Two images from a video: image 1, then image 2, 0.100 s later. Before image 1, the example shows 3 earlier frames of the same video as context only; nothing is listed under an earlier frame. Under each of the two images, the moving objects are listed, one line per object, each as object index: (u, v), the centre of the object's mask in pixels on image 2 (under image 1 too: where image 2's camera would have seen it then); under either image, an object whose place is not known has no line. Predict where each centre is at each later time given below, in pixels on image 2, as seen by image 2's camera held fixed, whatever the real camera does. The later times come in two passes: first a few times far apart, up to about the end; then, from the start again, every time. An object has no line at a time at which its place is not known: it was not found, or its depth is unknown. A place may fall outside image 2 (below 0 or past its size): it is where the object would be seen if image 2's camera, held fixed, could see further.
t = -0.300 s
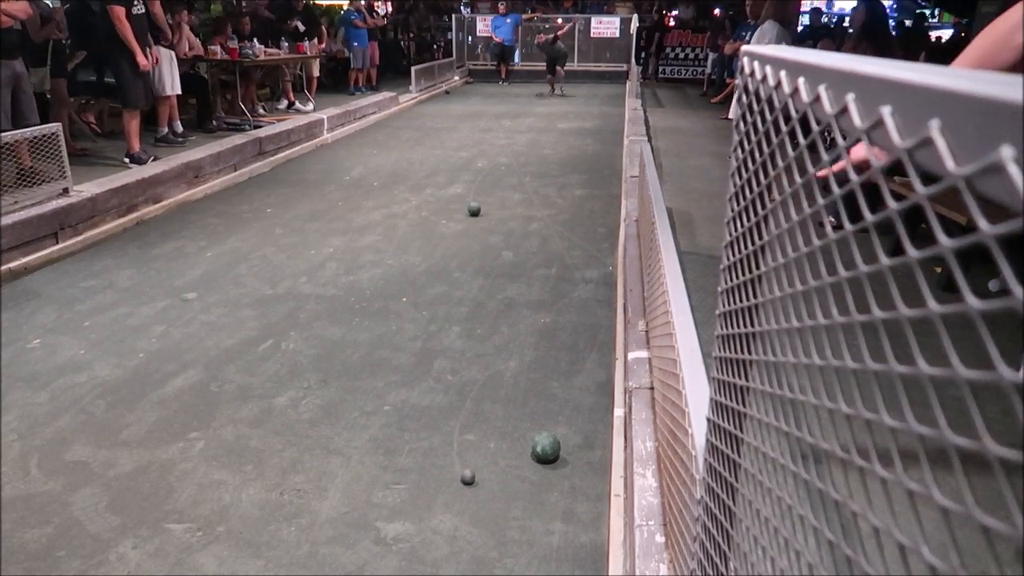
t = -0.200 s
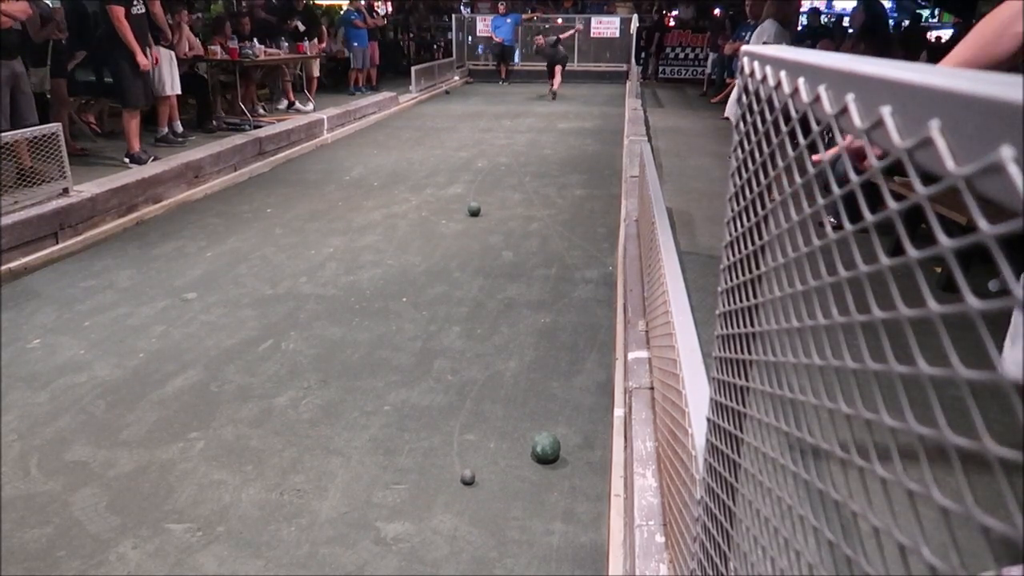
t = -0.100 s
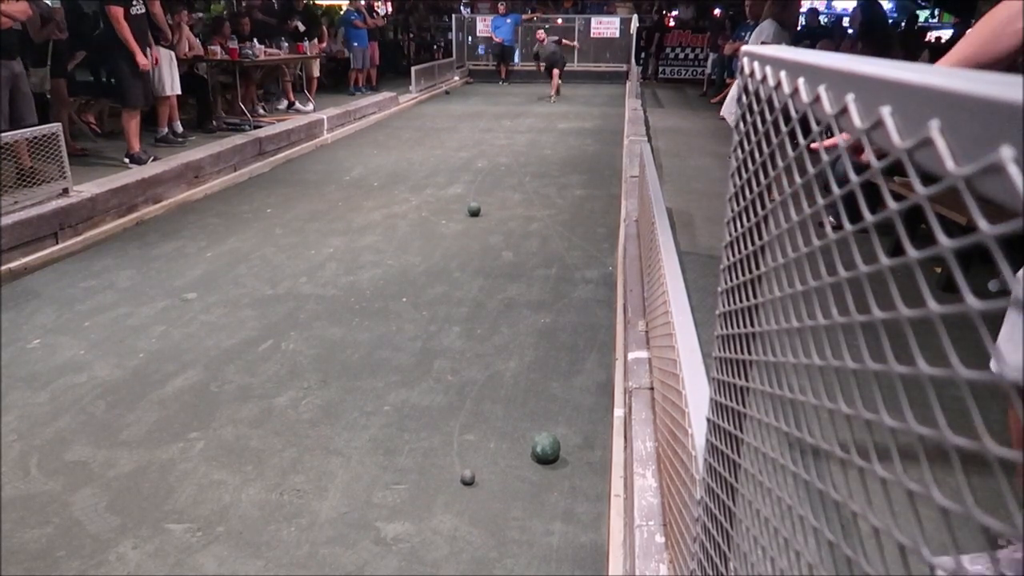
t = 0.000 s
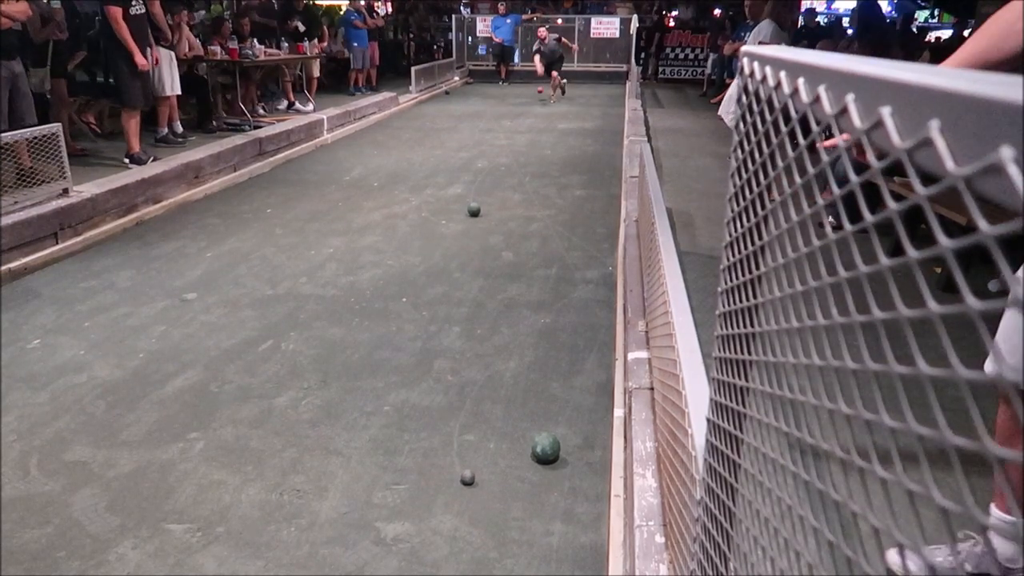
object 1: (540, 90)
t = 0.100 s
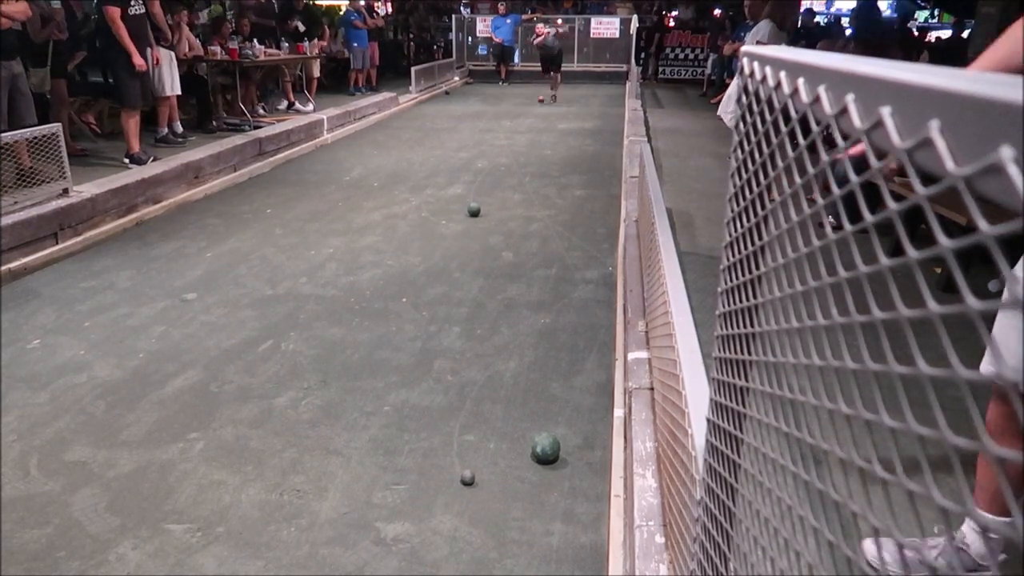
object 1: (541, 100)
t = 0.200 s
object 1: (542, 119)
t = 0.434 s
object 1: (549, 165)
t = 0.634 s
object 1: (562, 224)
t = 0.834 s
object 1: (592, 374)
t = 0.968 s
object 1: (577, 577)
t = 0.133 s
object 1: (541, 105)
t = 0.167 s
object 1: (541, 111)
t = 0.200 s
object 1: (542, 119)
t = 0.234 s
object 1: (543, 129)
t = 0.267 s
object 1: (543, 139)
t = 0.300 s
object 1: (544, 141)
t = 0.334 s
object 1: (545, 145)
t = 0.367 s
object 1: (546, 150)
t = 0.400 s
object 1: (548, 157)
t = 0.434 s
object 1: (549, 165)
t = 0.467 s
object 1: (551, 176)
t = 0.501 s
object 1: (552, 190)
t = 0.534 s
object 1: (554, 197)
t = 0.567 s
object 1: (557, 203)
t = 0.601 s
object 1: (559, 212)
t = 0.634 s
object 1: (562, 224)
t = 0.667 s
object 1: (565, 240)
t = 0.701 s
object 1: (569, 260)
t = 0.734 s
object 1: (573, 285)
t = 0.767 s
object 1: (578, 318)
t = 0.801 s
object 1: (585, 344)
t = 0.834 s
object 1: (592, 374)
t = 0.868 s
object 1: (600, 413)
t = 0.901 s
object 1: (594, 457)
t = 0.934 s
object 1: (587, 519)
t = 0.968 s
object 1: (577, 577)
